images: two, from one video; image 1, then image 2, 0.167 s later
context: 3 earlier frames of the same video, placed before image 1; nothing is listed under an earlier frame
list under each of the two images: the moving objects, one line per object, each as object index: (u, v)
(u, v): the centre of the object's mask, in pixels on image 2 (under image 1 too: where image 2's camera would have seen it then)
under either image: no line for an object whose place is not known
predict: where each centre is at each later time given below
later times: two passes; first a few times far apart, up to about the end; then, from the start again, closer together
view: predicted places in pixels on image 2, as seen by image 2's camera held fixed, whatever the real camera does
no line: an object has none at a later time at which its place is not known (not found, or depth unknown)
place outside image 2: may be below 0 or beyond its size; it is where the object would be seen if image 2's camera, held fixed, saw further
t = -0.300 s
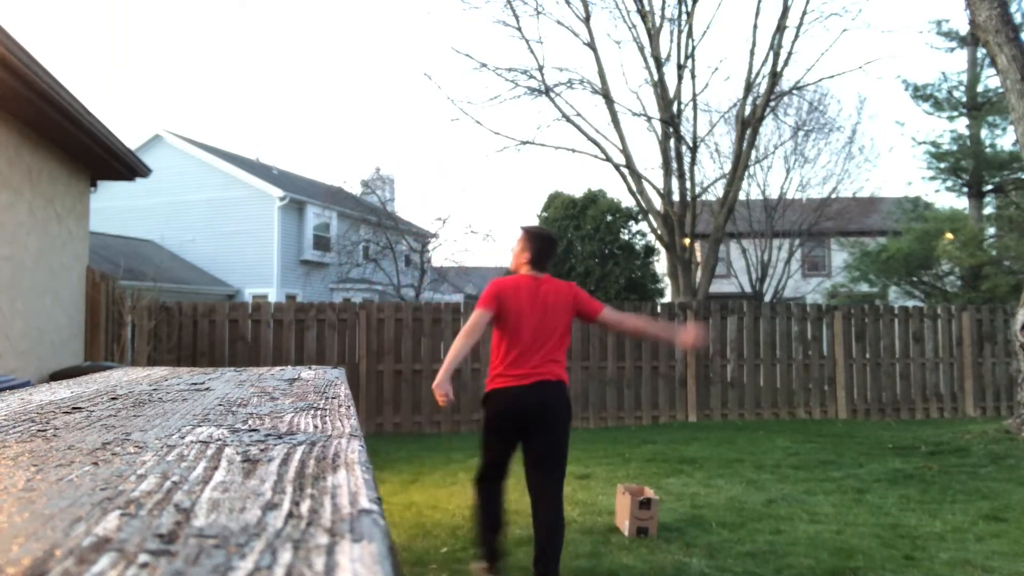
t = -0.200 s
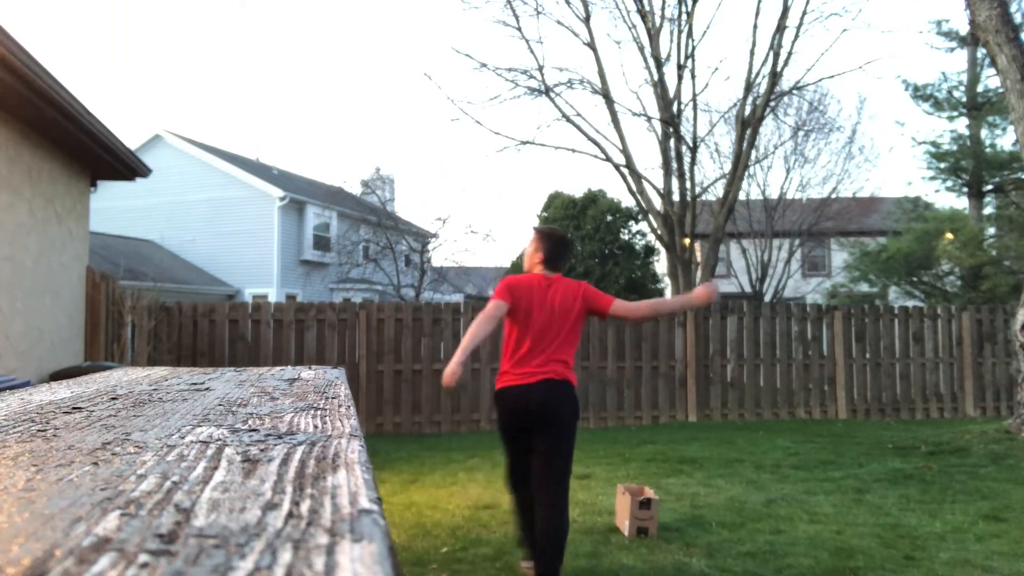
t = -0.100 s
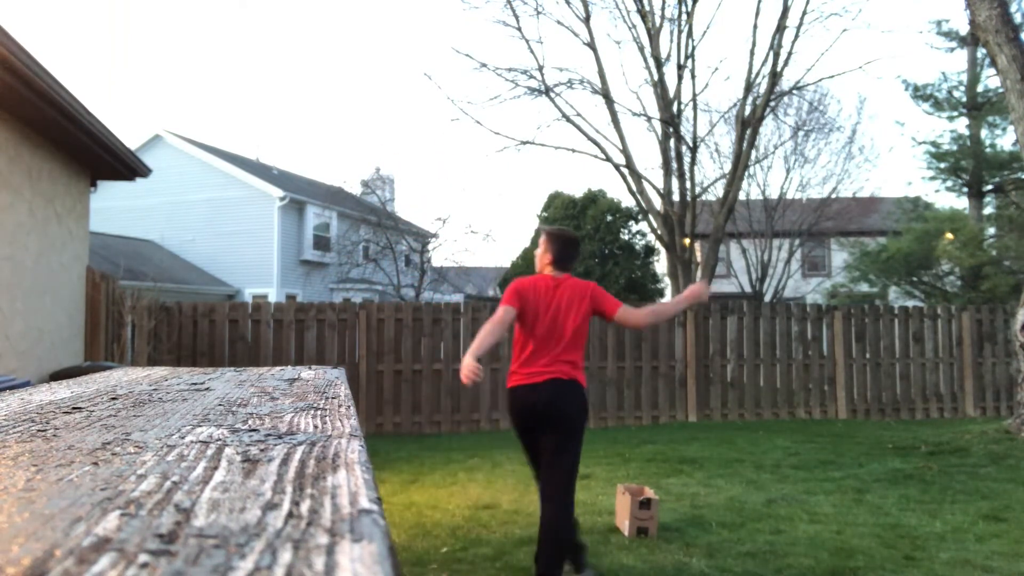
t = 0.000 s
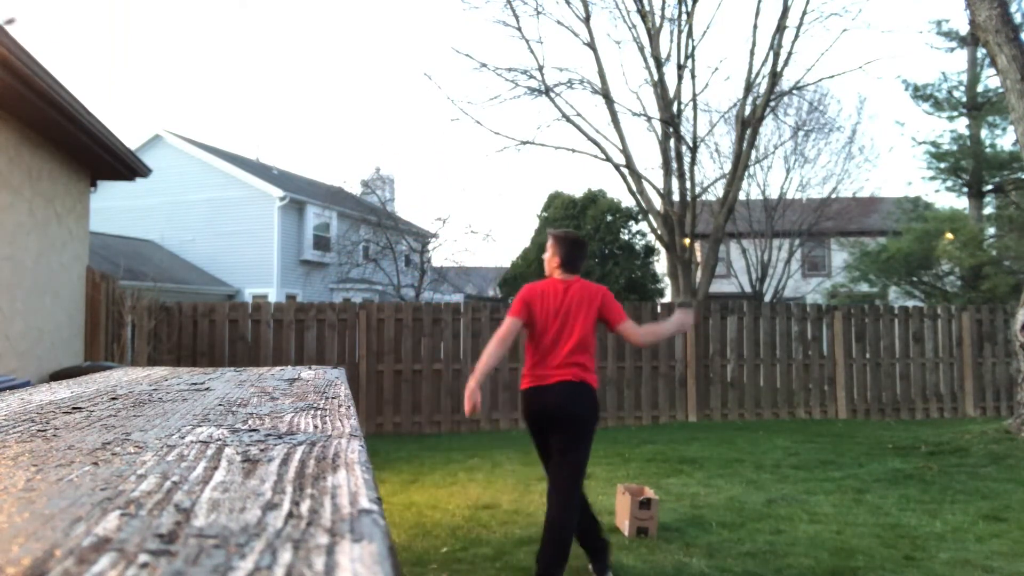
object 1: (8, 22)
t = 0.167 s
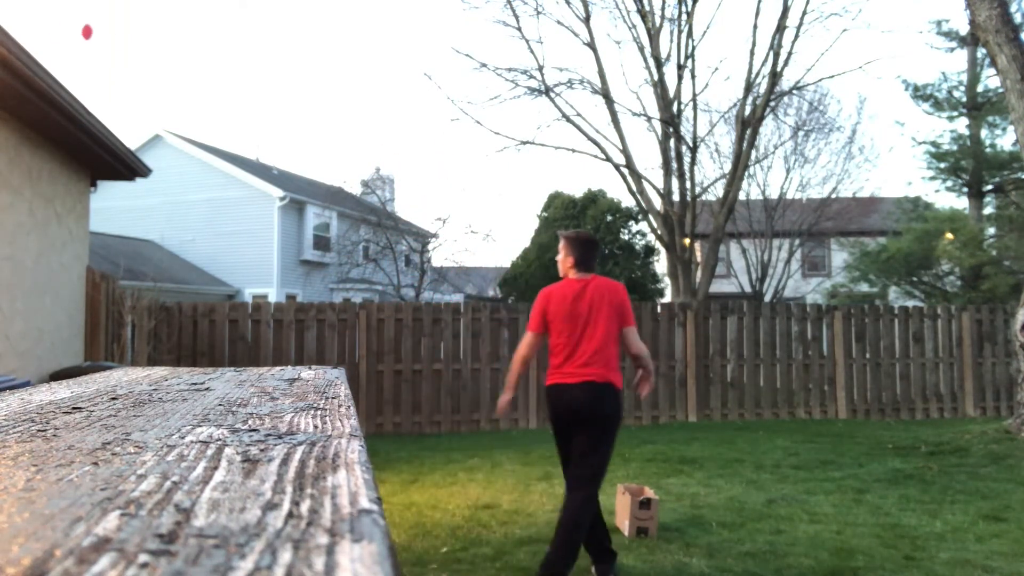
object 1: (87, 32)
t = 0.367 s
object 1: (175, 80)
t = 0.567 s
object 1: (253, 186)
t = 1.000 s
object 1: (394, 486)
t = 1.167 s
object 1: (427, 405)
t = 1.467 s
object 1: (482, 377)
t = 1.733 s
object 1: (530, 471)
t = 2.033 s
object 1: (592, 478)
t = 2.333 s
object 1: (625, 473)
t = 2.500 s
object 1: (632, 478)
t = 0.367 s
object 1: (175, 80)
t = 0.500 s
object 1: (229, 154)
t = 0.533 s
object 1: (240, 163)
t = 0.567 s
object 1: (253, 186)
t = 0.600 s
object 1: (266, 208)
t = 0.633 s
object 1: (279, 232)
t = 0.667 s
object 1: (291, 257)
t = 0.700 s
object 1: (303, 283)
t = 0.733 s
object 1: (315, 314)
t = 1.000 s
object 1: (394, 486)
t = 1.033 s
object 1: (400, 466)
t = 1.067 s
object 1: (407, 447)
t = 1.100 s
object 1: (414, 431)
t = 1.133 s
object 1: (420, 417)
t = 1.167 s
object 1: (427, 405)
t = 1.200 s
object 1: (432, 395)
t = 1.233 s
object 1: (438, 387)
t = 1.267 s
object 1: (445, 380)
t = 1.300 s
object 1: (451, 375)
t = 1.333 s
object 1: (456, 372)
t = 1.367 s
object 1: (463, 370)
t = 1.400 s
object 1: (469, 370)
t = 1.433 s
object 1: (475, 372)
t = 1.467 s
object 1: (482, 377)
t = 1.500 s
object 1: (488, 382)
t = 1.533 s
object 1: (493, 390)
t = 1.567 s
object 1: (499, 399)
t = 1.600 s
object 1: (505, 410)
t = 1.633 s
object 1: (511, 423)
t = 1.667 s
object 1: (517, 437)
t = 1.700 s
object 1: (523, 453)
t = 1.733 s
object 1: (530, 471)
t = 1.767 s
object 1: (536, 492)
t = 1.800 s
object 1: (543, 515)
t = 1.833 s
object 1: (549, 525)
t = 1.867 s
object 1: (557, 513)
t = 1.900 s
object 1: (564, 502)
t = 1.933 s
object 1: (570, 493)
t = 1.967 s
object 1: (578, 486)
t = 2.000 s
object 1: (585, 481)
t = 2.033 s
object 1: (592, 478)
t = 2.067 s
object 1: (599, 477)
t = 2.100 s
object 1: (606, 478)
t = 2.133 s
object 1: (613, 480)
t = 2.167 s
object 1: (618, 479)
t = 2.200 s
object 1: (620, 474)
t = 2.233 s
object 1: (621, 472)
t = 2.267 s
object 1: (623, 471)
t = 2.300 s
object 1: (624, 471)
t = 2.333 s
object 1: (625, 473)
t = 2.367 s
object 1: (627, 476)
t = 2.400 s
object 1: (628, 477)
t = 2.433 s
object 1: (629, 477)
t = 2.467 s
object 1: (630, 478)
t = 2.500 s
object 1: (632, 478)
